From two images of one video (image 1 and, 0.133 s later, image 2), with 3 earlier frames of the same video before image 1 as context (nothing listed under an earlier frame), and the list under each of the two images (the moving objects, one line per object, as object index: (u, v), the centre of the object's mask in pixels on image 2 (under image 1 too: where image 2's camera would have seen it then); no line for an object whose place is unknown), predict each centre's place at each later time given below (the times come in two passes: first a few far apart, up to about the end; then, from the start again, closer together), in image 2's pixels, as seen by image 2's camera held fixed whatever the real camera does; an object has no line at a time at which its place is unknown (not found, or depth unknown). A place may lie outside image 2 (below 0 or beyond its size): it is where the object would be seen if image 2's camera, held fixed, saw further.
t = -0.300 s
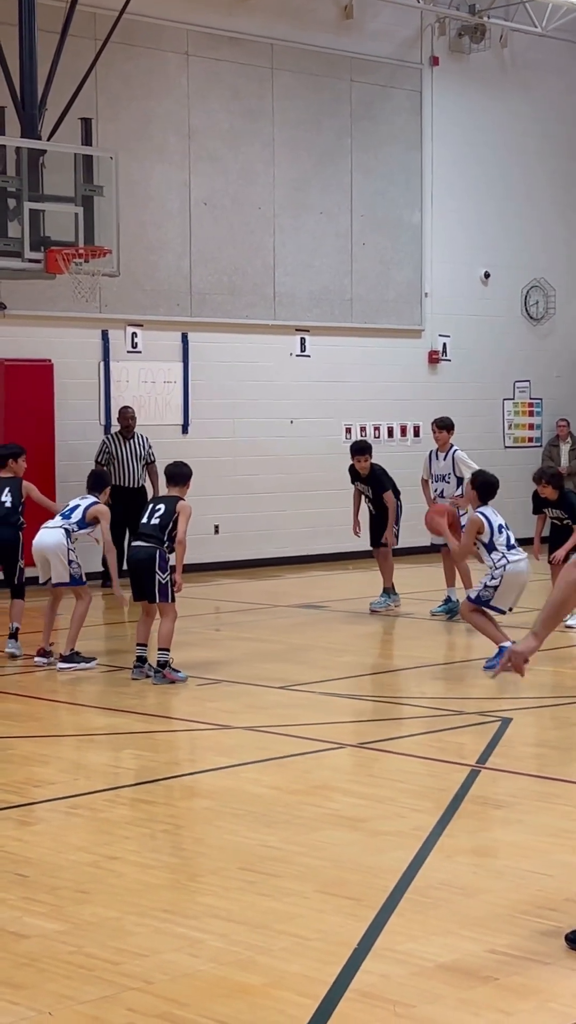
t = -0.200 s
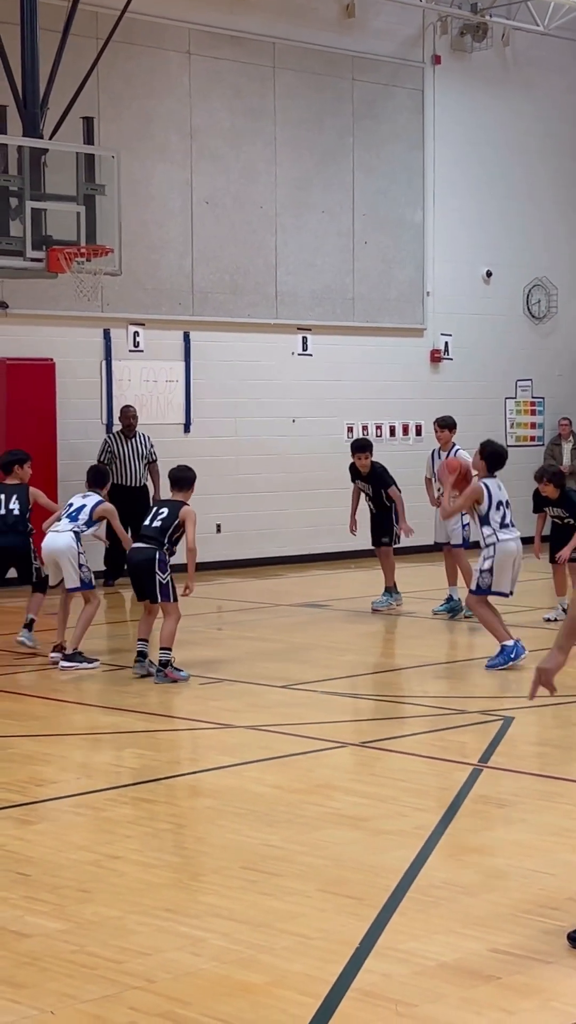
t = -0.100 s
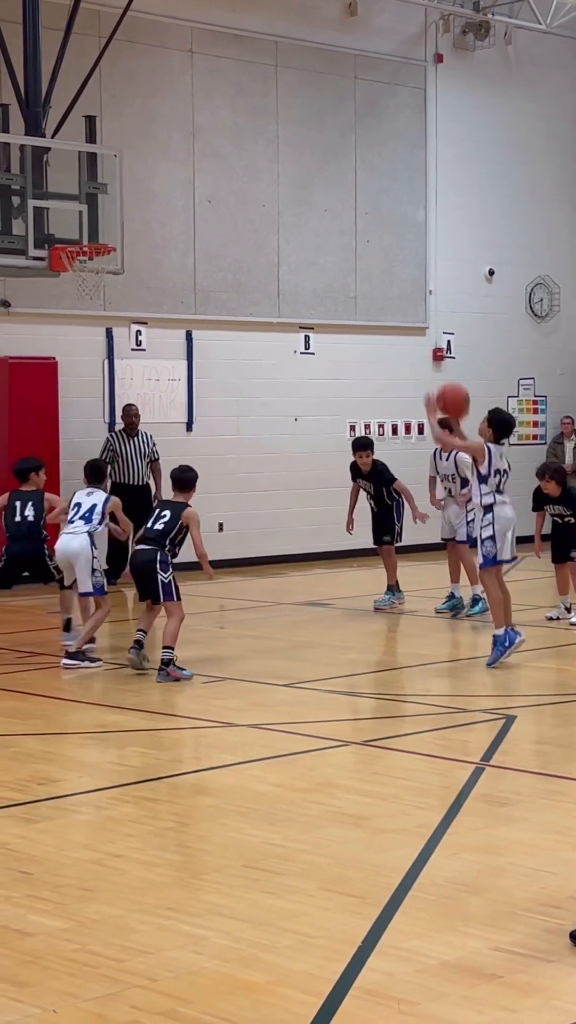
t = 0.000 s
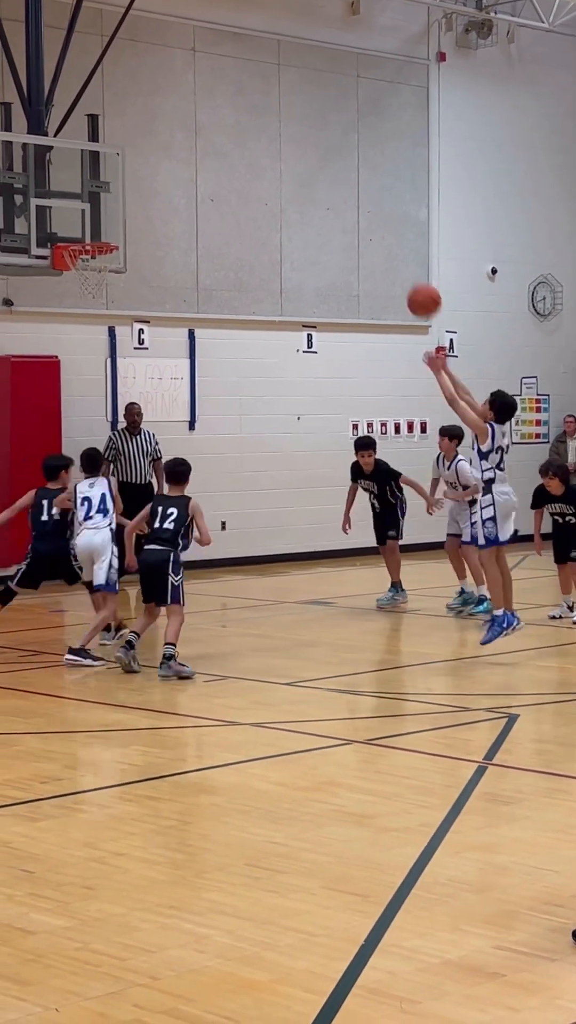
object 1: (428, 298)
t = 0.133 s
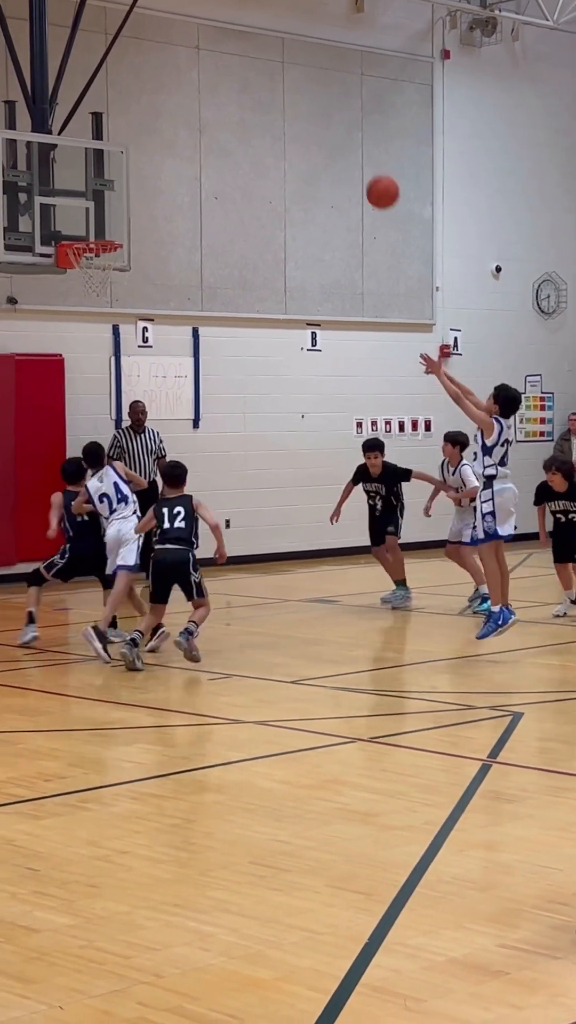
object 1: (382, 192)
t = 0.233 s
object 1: (350, 131)
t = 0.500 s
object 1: (272, 47)
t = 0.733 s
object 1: (211, 54)
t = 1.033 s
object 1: (142, 159)
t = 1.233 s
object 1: (120, 216)
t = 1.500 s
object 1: (161, 175)
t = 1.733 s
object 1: (209, 206)
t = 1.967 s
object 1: (256, 296)
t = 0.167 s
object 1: (372, 170)
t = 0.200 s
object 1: (361, 150)
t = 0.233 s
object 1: (350, 131)
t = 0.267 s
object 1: (339, 115)
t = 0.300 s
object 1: (329, 100)
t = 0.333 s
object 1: (319, 87)
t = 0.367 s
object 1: (310, 75)
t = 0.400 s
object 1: (300, 66)
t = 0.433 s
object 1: (291, 58)
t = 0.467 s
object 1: (281, 51)
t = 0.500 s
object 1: (272, 47)
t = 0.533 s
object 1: (263, 43)
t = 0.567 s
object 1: (254, 42)
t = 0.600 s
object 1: (244, 41)
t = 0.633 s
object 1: (236, 42)
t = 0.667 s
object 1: (227, 45)
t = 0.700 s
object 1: (219, 48)
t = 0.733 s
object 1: (211, 54)
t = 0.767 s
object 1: (203, 60)
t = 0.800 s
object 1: (195, 68)
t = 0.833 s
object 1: (187, 78)
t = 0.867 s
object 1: (180, 88)
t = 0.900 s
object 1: (172, 100)
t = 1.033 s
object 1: (142, 159)
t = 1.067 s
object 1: (135, 176)
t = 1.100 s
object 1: (128, 195)
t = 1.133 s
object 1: (122, 215)
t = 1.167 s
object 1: (116, 233)
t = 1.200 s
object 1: (118, 227)
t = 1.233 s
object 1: (120, 216)
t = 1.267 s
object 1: (123, 207)
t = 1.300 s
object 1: (126, 199)
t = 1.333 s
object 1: (128, 193)
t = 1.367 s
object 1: (133, 187)
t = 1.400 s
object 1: (140, 182)
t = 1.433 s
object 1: (147, 179)
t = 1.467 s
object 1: (154, 176)
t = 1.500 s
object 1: (161, 175)
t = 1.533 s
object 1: (168, 176)
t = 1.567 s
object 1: (174, 178)
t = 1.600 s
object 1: (181, 181)
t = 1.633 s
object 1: (188, 185)
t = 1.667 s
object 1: (195, 191)
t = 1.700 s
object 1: (202, 198)
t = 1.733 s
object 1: (209, 206)
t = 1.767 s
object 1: (216, 215)
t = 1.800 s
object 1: (223, 225)
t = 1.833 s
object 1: (230, 237)
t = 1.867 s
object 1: (236, 250)
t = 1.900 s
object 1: (243, 264)
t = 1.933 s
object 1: (250, 279)
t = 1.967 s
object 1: (256, 296)
